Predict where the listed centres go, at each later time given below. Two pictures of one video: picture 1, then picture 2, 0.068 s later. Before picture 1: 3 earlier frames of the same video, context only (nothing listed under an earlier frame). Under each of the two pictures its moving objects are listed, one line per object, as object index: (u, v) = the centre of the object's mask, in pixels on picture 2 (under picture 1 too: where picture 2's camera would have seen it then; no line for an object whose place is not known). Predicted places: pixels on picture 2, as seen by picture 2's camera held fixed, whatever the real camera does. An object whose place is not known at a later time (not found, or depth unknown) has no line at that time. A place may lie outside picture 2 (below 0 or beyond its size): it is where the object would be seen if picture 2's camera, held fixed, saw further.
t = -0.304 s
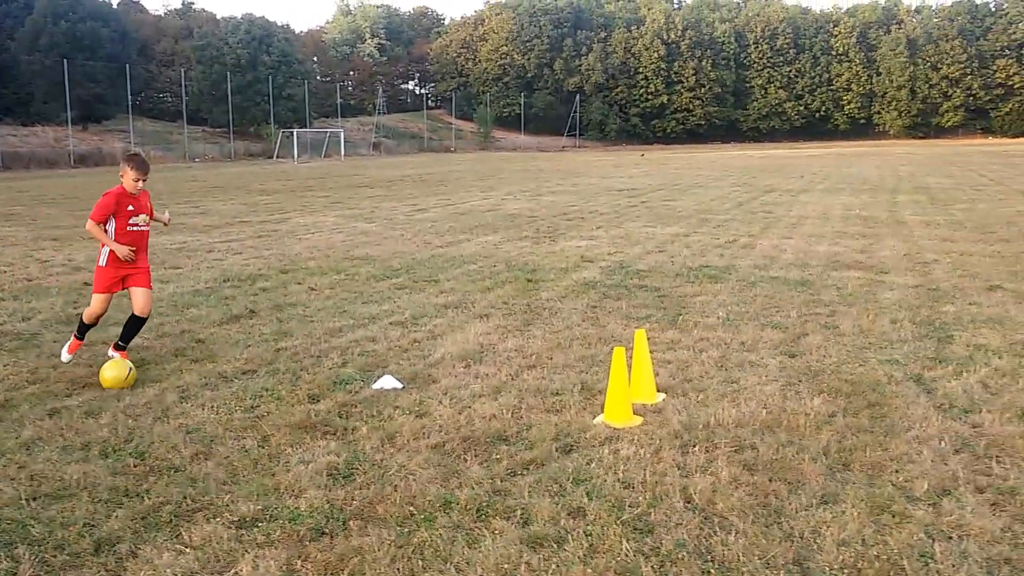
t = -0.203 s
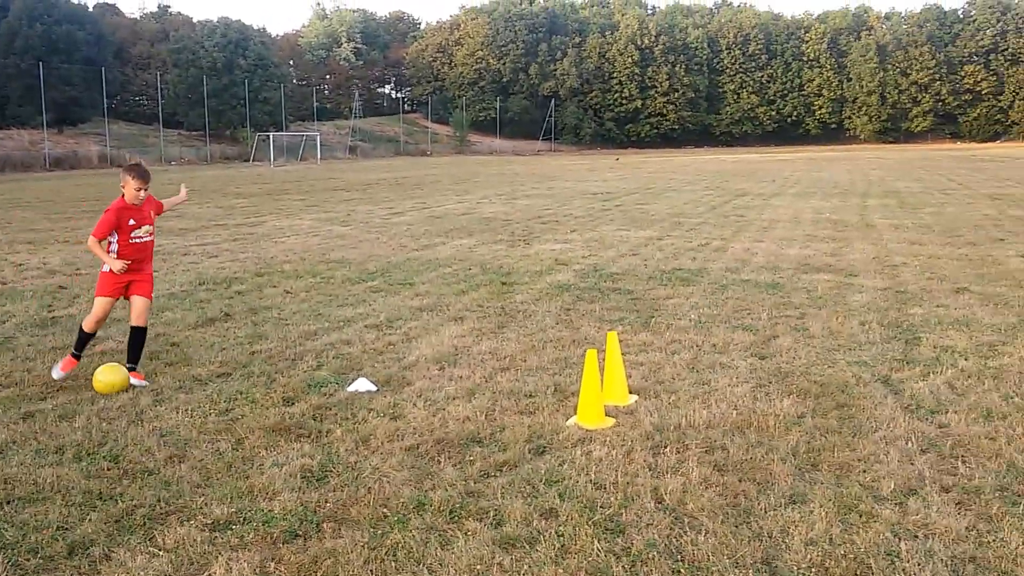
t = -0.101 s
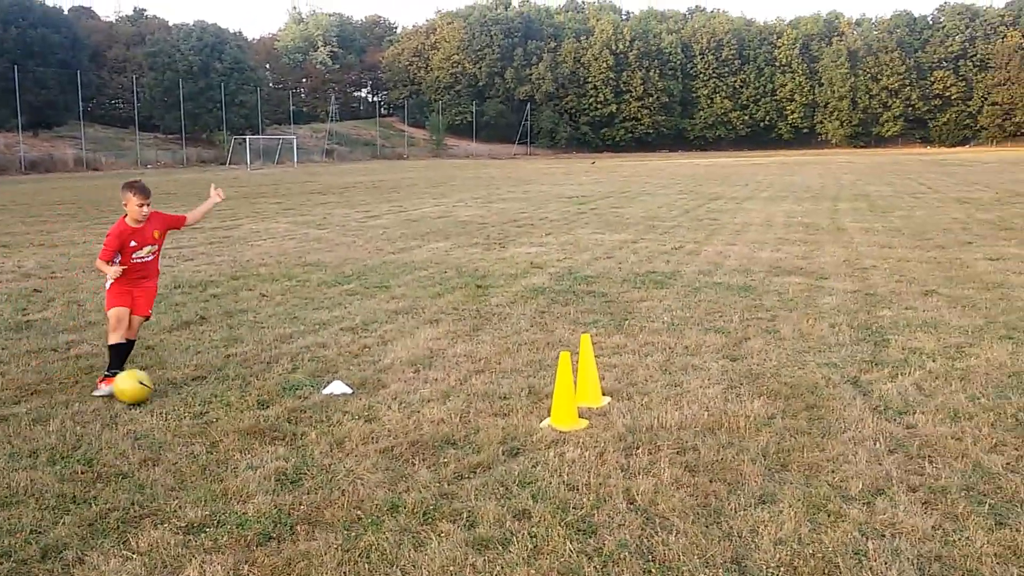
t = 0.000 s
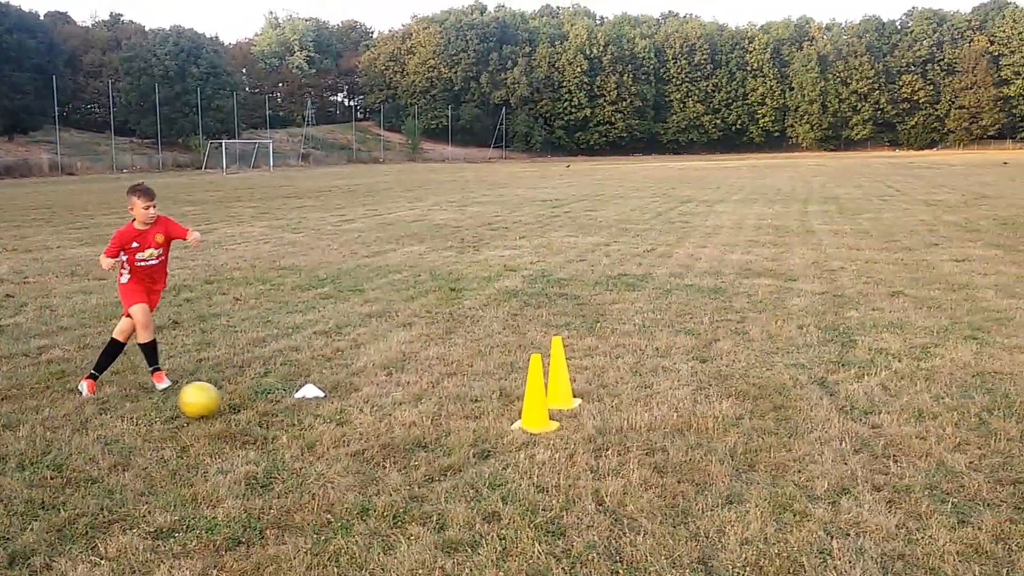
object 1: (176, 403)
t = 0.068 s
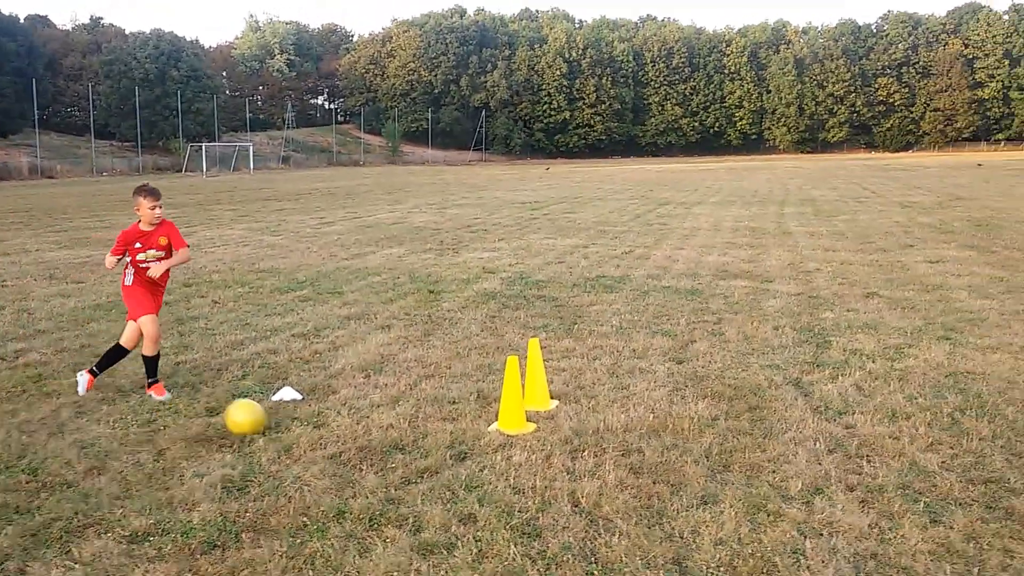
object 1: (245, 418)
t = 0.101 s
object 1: (279, 425)
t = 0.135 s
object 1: (307, 425)
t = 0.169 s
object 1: (333, 423)
